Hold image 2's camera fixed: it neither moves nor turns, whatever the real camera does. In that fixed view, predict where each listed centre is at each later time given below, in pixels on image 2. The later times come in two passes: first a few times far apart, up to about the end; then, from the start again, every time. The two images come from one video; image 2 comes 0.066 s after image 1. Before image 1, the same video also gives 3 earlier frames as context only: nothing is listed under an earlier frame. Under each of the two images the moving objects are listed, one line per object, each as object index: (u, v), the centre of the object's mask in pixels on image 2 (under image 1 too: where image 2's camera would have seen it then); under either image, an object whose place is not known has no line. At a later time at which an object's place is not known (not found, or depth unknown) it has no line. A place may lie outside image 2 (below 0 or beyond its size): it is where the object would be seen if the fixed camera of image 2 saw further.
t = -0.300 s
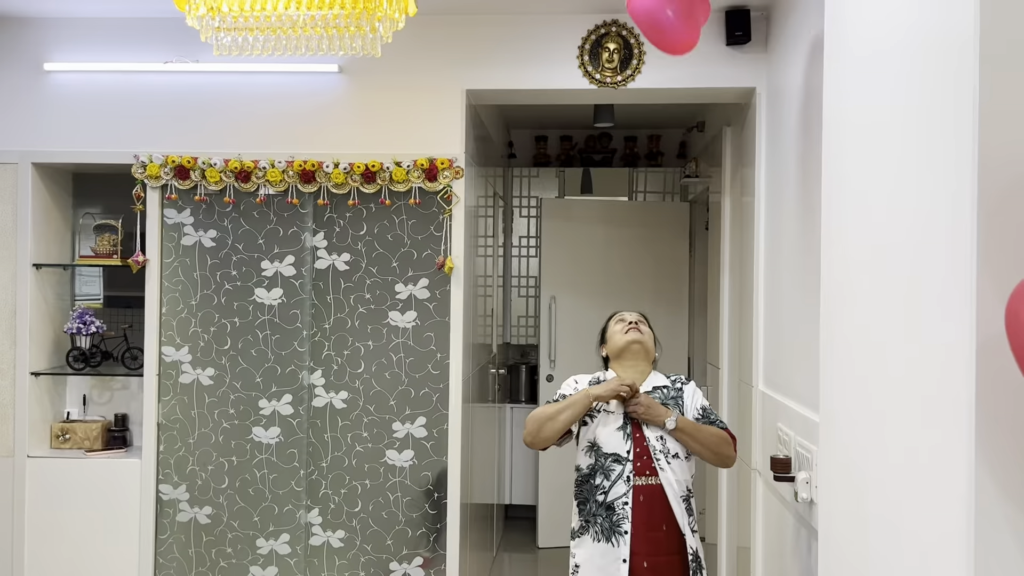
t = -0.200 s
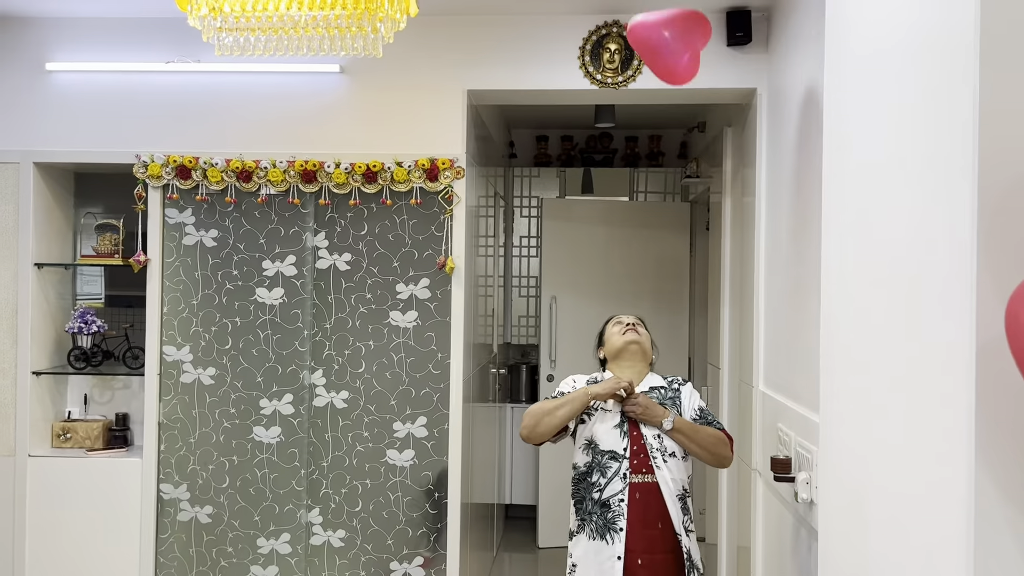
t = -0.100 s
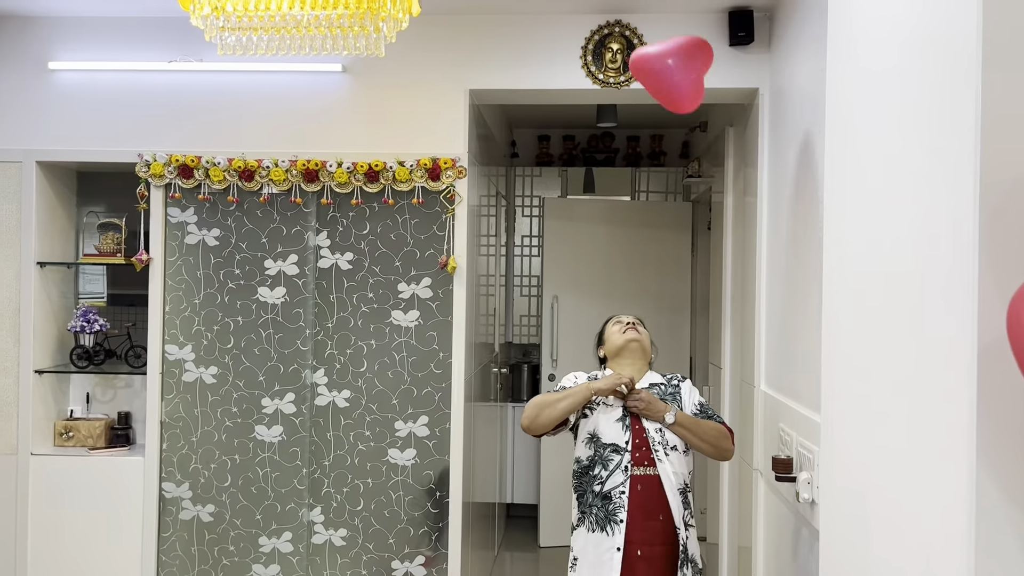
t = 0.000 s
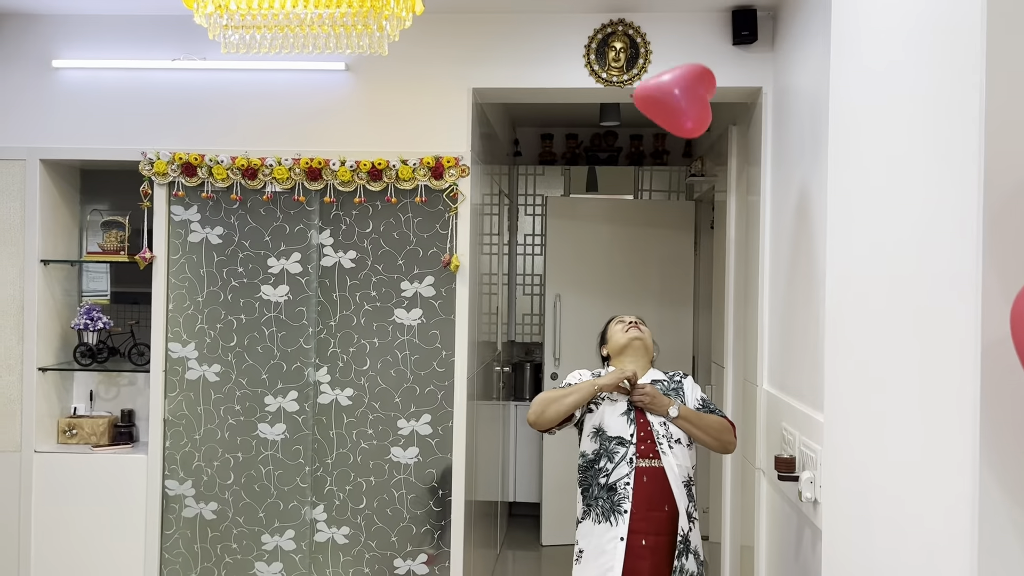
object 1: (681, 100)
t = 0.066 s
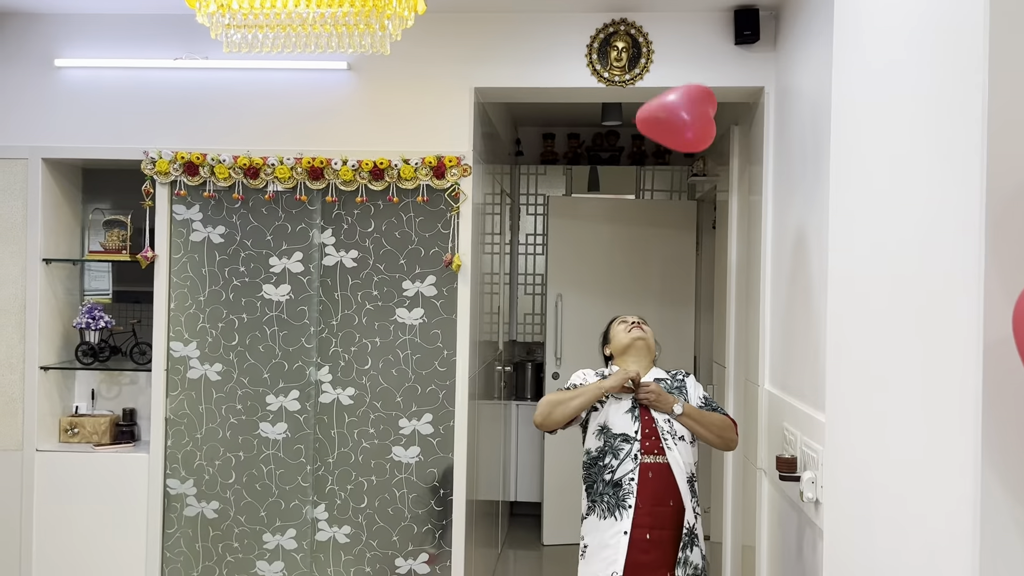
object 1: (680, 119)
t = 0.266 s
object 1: (678, 175)
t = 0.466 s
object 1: (678, 233)
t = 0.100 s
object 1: (680, 128)
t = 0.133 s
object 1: (679, 136)
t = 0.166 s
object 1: (678, 146)
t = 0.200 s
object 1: (678, 156)
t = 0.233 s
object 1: (678, 166)
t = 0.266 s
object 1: (678, 175)
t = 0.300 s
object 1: (678, 185)
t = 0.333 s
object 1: (678, 194)
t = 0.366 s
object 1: (678, 204)
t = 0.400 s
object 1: (678, 213)
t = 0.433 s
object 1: (678, 223)
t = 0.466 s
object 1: (678, 233)
